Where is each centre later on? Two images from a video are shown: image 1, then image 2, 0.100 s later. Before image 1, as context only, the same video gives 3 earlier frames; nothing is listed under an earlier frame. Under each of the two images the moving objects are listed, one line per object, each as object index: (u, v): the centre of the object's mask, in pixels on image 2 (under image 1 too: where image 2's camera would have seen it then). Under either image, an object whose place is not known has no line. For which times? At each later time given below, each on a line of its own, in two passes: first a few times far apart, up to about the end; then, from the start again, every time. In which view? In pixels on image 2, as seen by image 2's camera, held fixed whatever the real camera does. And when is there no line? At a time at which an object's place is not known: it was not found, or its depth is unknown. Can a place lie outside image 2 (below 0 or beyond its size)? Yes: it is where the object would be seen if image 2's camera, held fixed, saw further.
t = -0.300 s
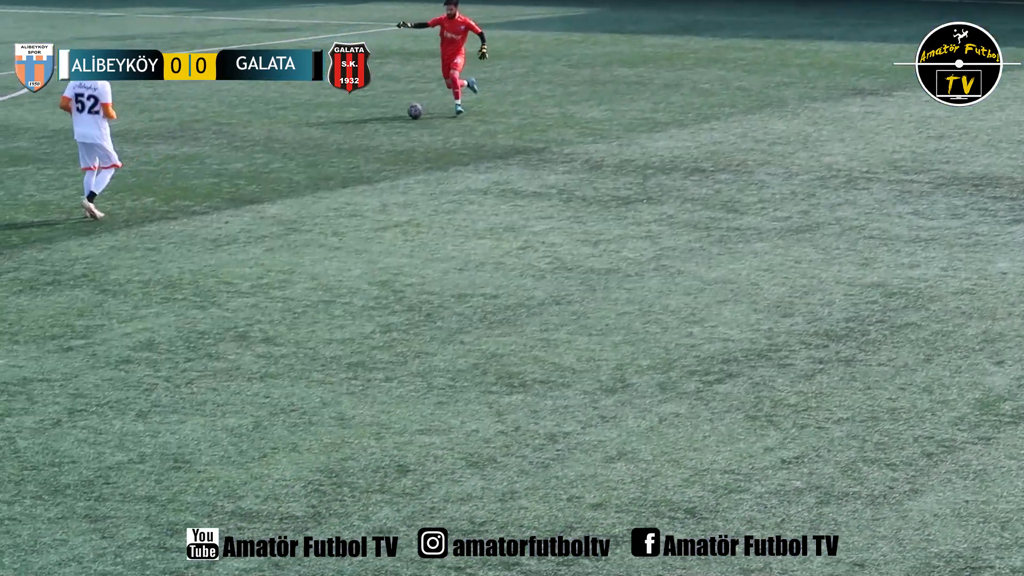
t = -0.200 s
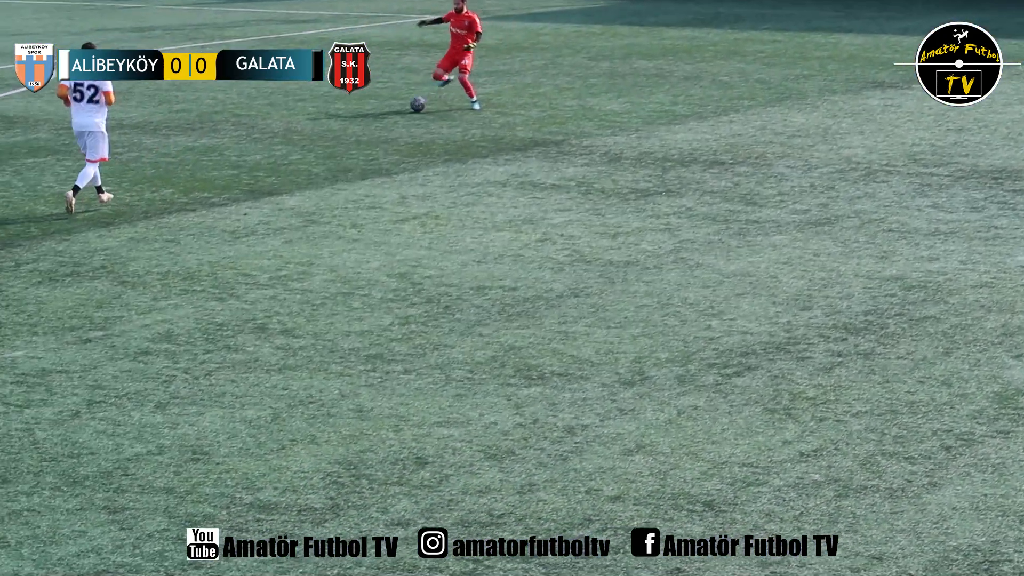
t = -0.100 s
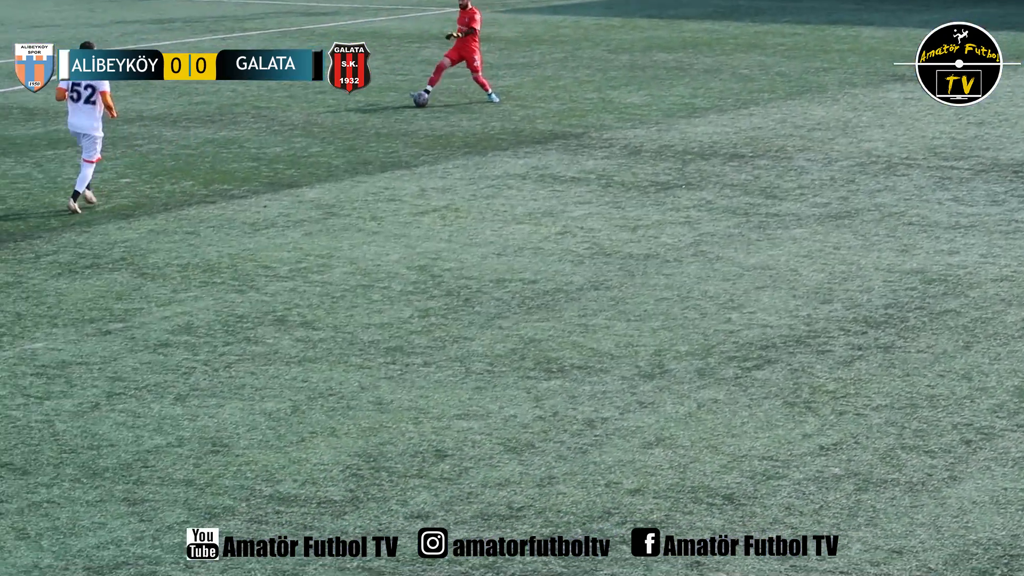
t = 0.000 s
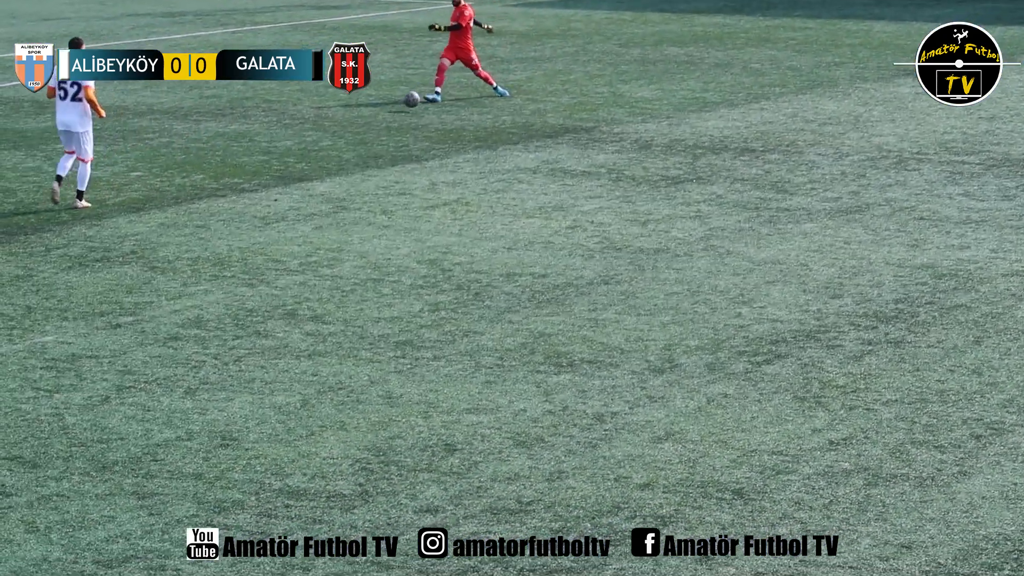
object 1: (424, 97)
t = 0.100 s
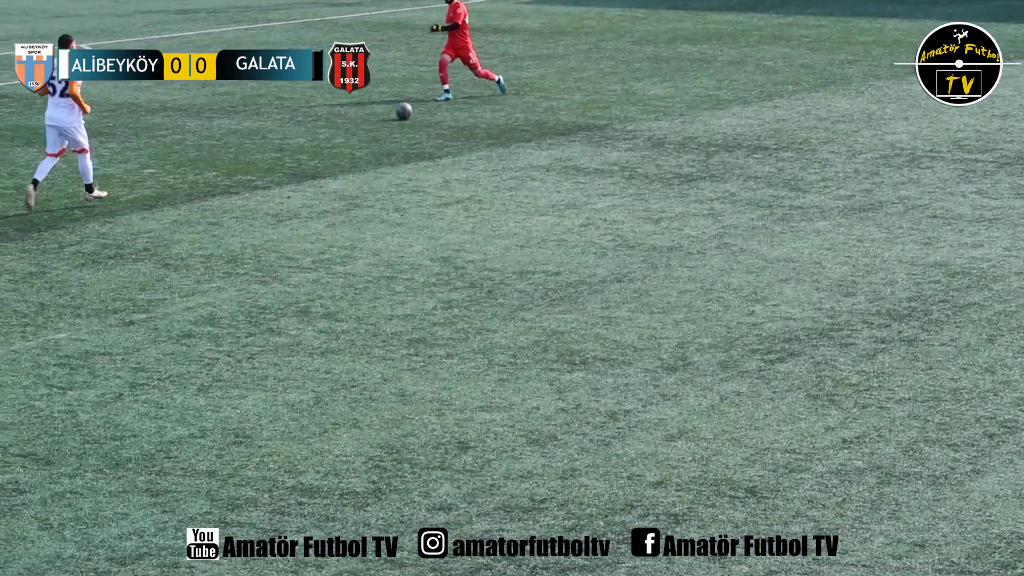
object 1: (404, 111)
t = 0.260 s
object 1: (375, 127)
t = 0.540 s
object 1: (332, 150)
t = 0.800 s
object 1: (296, 173)
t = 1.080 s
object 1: (254, 196)
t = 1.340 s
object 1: (214, 226)
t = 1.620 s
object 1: (170, 256)
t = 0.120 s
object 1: (400, 113)
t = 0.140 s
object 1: (397, 114)
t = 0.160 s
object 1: (393, 115)
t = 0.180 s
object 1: (389, 117)
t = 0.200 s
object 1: (386, 119)
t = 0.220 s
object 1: (382, 122)
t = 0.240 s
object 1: (379, 125)
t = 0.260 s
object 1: (375, 127)
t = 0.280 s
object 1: (372, 128)
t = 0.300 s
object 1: (369, 130)
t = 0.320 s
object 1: (366, 131)
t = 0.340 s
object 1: (363, 133)
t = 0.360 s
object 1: (359, 135)
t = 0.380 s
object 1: (356, 136)
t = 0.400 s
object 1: (353, 137)
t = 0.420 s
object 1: (350, 139)
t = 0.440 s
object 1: (347, 141)
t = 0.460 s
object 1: (344, 144)
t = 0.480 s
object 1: (340, 146)
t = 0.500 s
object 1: (337, 148)
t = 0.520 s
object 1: (335, 149)
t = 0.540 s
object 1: (332, 150)
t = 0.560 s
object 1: (329, 153)
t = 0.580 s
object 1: (326, 154)
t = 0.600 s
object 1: (323, 157)
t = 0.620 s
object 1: (320, 158)
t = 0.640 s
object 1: (318, 160)
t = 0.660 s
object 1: (315, 160)
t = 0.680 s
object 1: (312, 162)
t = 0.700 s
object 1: (309, 164)
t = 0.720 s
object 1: (307, 166)
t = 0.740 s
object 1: (304, 169)
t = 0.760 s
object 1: (301, 172)
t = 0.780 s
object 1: (298, 173)
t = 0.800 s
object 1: (296, 173)
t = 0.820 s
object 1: (293, 174)
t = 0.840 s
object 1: (290, 176)
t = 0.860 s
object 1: (287, 178)
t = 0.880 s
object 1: (284, 180)
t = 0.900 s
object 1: (282, 183)
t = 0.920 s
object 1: (279, 187)
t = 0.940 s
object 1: (276, 188)
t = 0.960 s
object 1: (273, 188)
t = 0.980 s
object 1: (269, 189)
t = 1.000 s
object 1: (266, 189)
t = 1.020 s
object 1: (263, 190)
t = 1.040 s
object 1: (260, 191)
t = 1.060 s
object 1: (257, 193)
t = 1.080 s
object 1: (254, 196)
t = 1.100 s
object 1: (251, 199)
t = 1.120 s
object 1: (247, 202)
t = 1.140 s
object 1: (244, 206)
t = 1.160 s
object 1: (242, 209)
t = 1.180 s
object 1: (239, 210)
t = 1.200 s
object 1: (235, 210)
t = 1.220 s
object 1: (232, 211)
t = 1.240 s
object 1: (229, 212)
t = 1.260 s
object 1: (226, 213)
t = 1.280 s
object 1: (224, 216)
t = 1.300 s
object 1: (221, 219)
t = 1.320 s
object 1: (217, 222)
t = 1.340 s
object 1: (214, 226)
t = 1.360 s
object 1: (211, 229)
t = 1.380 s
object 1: (208, 229)
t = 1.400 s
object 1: (205, 231)
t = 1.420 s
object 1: (202, 231)
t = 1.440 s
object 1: (198, 234)
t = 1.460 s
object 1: (195, 235)
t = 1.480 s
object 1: (192, 239)
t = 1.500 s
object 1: (189, 242)
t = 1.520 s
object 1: (185, 245)
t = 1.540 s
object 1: (182, 250)
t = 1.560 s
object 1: (179, 251)
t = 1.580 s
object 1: (176, 252)
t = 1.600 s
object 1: (173, 253)
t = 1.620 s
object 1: (170, 256)
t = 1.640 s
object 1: (168, 258)
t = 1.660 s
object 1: (165, 261)
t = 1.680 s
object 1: (161, 266)
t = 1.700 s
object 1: (158, 271)
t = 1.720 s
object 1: (155, 275)
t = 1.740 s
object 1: (151, 278)
